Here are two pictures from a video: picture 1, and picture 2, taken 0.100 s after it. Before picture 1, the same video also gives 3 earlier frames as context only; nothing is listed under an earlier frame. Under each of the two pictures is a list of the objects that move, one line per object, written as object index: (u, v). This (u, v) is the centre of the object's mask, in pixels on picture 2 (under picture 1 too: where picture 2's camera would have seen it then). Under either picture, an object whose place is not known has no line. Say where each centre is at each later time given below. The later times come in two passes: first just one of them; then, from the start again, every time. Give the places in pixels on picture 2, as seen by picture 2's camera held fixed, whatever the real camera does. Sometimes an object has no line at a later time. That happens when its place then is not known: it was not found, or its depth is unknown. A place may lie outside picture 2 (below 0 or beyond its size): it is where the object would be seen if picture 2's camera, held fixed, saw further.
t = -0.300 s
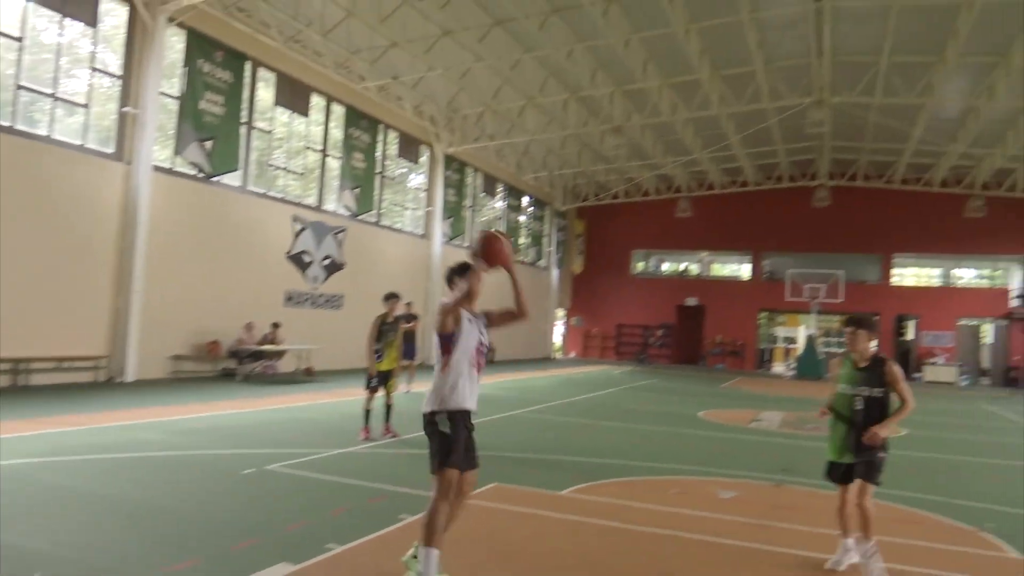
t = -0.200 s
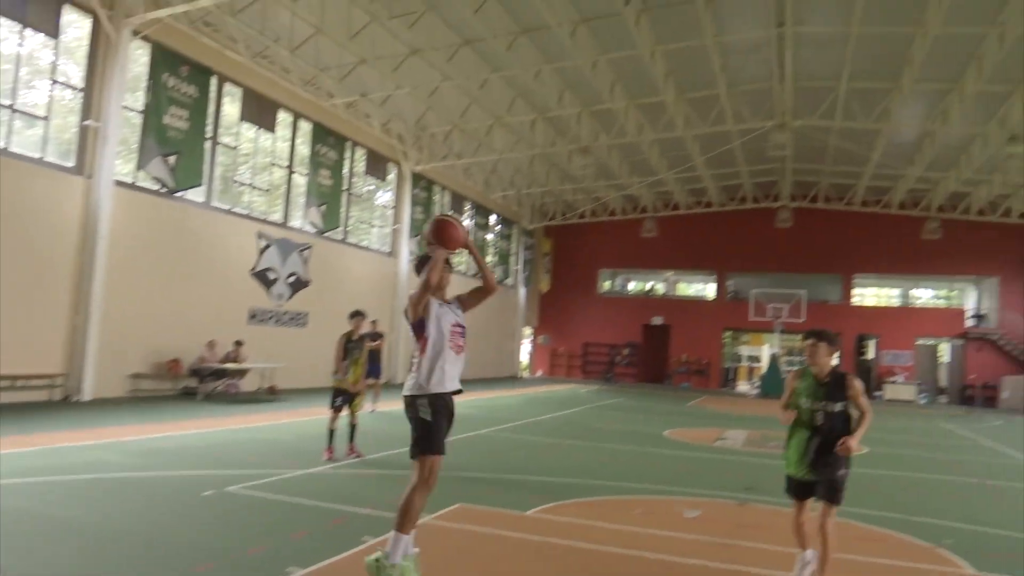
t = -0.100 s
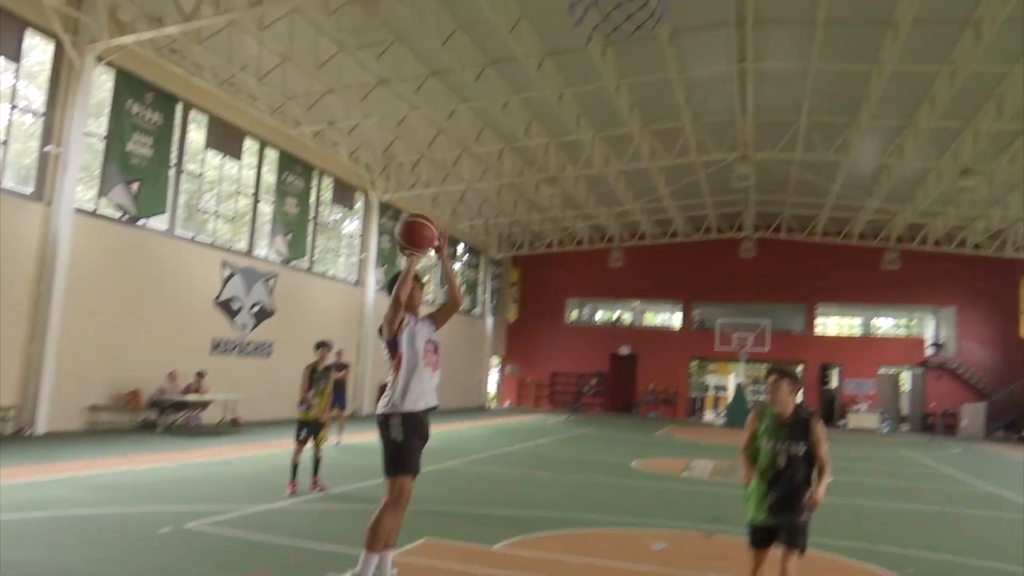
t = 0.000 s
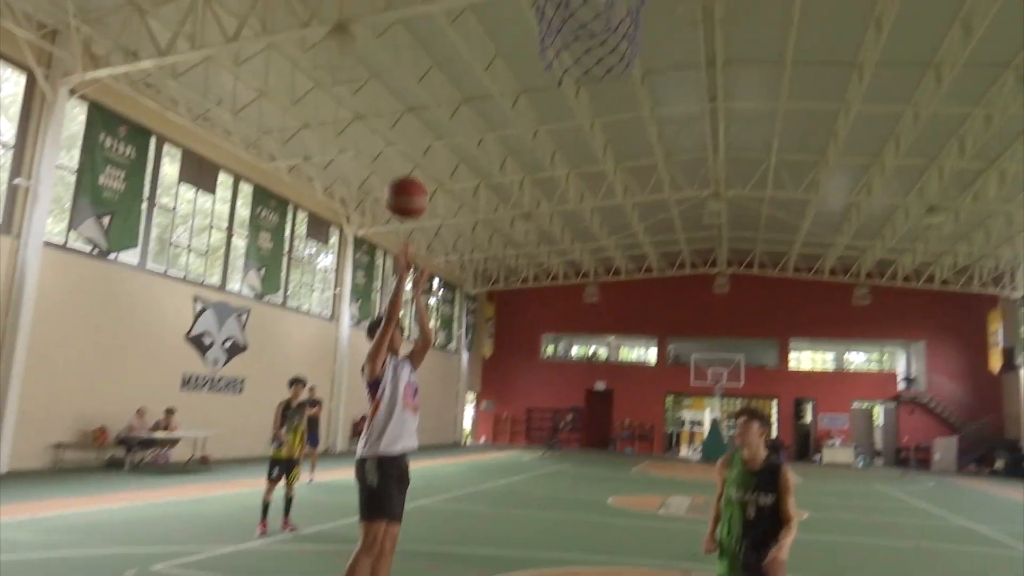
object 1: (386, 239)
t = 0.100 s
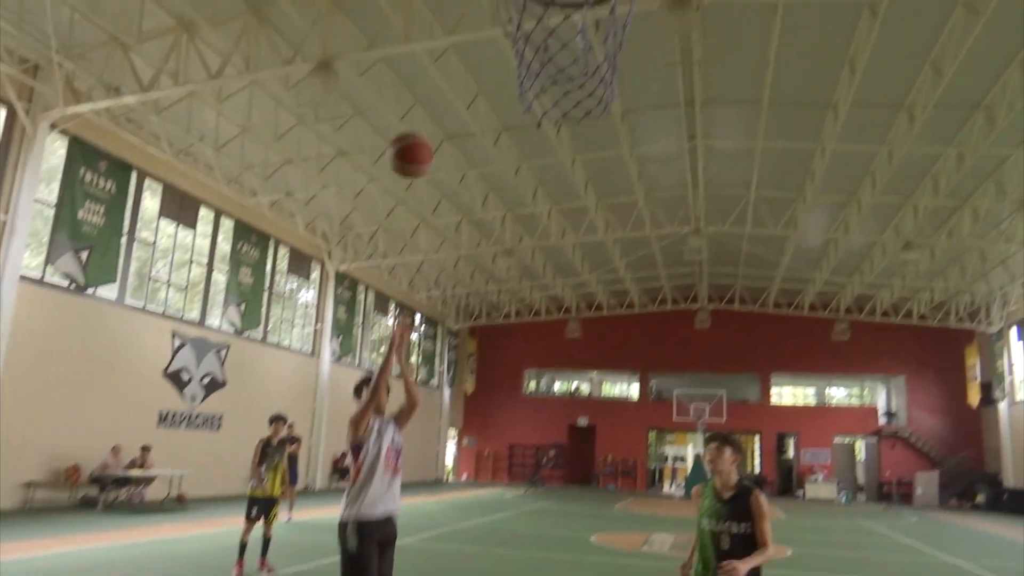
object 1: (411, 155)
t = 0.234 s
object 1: (441, 64)
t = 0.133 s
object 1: (418, 131)
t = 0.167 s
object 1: (426, 108)
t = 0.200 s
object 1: (433, 86)
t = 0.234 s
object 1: (441, 64)
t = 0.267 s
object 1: (449, 44)
